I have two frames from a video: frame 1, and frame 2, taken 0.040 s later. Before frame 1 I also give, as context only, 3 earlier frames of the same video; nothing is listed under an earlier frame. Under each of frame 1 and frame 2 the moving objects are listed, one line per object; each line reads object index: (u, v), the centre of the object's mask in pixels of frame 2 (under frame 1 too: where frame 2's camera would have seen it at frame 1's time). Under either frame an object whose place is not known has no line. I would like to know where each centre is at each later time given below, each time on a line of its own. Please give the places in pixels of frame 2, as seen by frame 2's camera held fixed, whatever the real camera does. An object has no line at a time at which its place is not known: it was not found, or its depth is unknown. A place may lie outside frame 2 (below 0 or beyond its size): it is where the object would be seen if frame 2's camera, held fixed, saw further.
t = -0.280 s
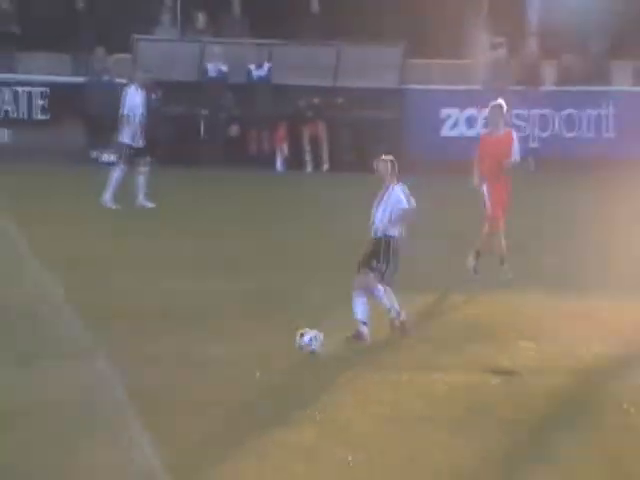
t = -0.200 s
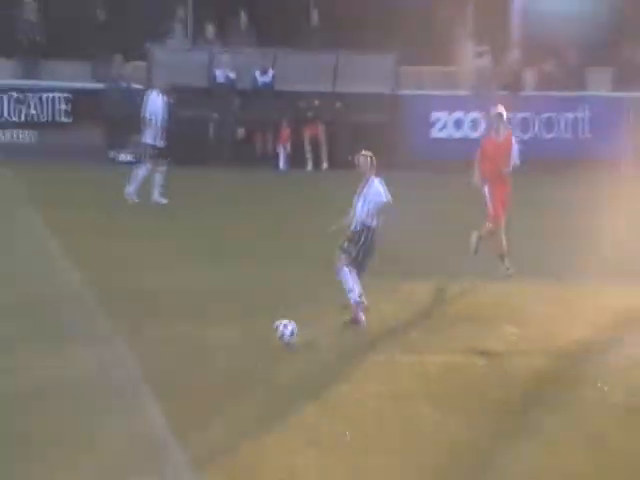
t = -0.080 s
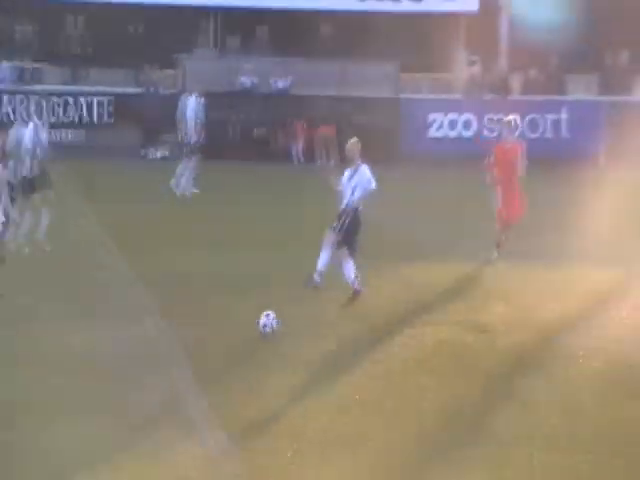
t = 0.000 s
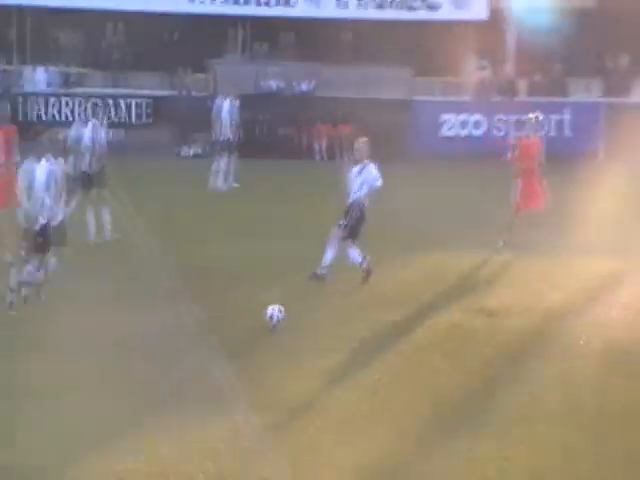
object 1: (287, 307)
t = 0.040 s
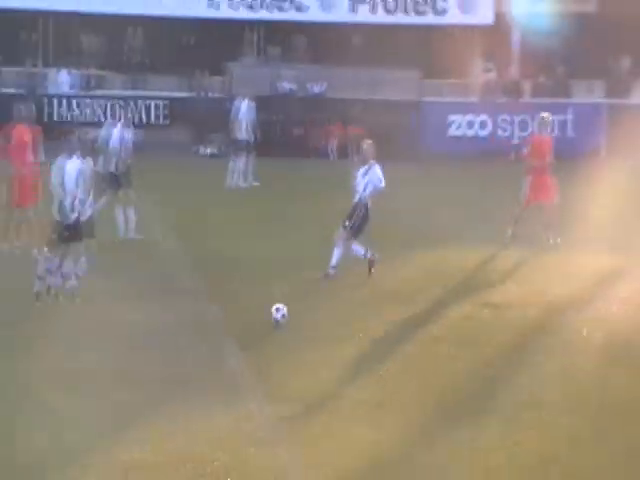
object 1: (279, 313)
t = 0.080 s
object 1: (270, 320)
